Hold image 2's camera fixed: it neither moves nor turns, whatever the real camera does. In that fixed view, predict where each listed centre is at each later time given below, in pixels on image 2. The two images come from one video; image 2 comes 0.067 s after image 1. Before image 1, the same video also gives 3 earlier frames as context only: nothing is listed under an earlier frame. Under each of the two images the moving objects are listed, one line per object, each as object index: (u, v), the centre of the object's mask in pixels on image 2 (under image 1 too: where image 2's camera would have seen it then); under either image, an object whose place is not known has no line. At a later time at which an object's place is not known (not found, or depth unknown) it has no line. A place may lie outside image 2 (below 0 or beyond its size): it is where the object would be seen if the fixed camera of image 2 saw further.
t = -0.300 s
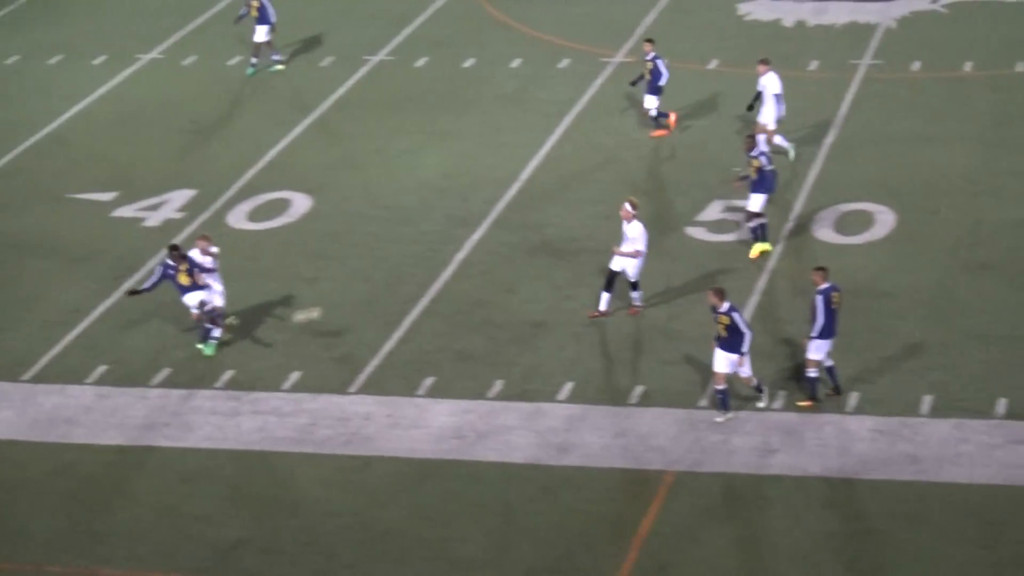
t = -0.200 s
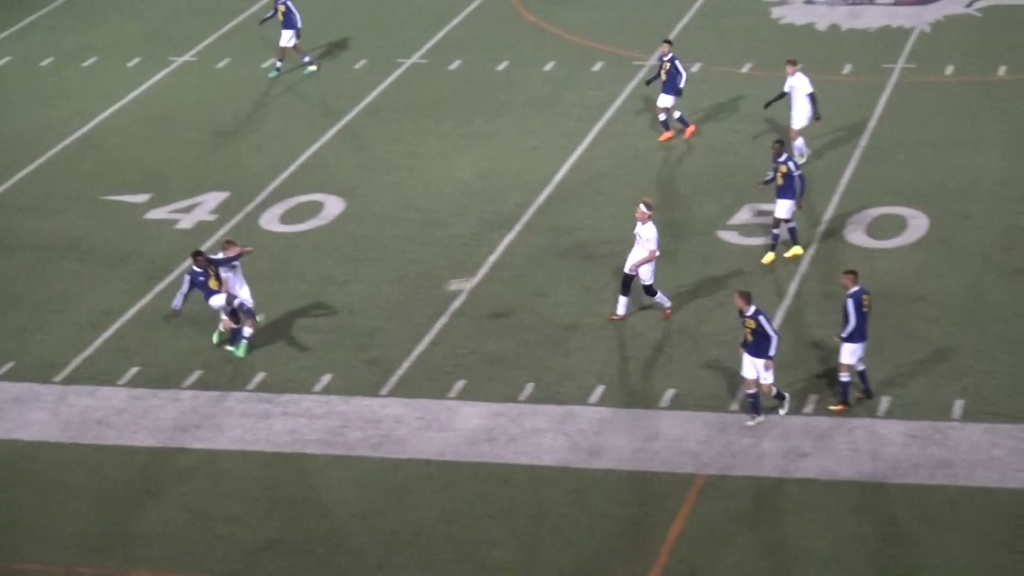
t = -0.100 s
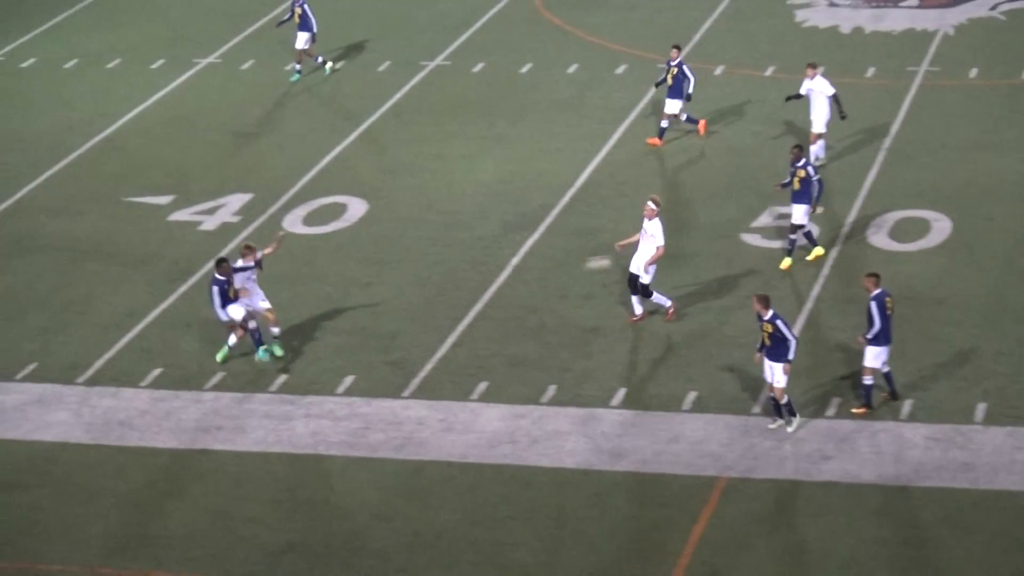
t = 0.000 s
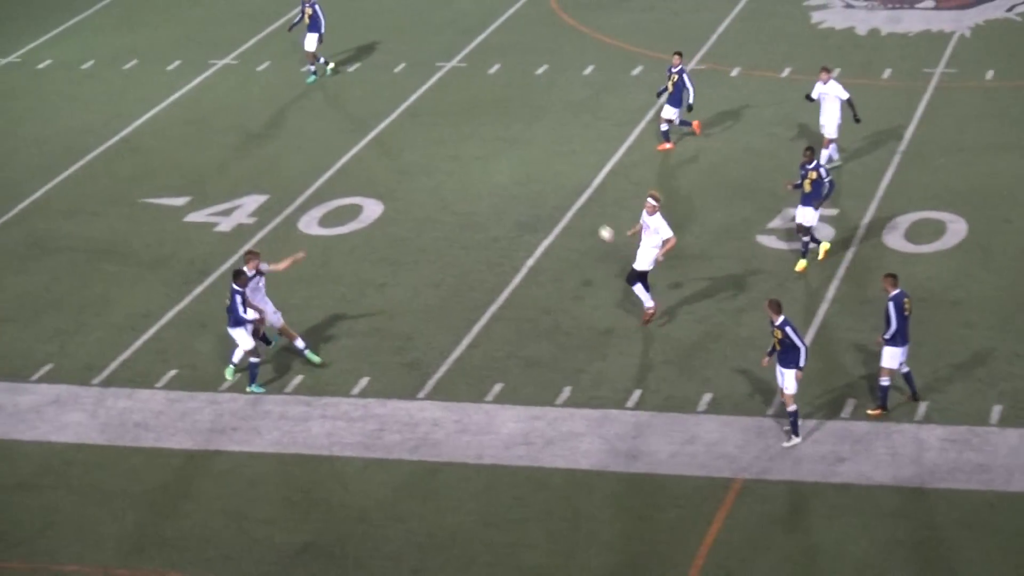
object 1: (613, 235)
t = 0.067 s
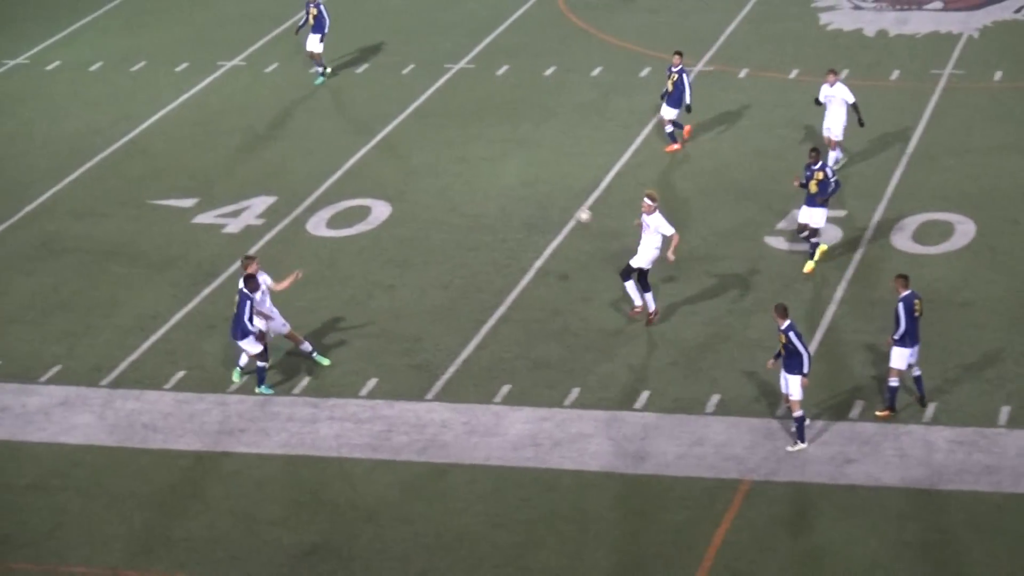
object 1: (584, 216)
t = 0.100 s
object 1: (568, 207)
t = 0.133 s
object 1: (554, 199)
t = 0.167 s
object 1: (540, 192)
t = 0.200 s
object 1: (525, 185)
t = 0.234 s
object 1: (509, 179)
